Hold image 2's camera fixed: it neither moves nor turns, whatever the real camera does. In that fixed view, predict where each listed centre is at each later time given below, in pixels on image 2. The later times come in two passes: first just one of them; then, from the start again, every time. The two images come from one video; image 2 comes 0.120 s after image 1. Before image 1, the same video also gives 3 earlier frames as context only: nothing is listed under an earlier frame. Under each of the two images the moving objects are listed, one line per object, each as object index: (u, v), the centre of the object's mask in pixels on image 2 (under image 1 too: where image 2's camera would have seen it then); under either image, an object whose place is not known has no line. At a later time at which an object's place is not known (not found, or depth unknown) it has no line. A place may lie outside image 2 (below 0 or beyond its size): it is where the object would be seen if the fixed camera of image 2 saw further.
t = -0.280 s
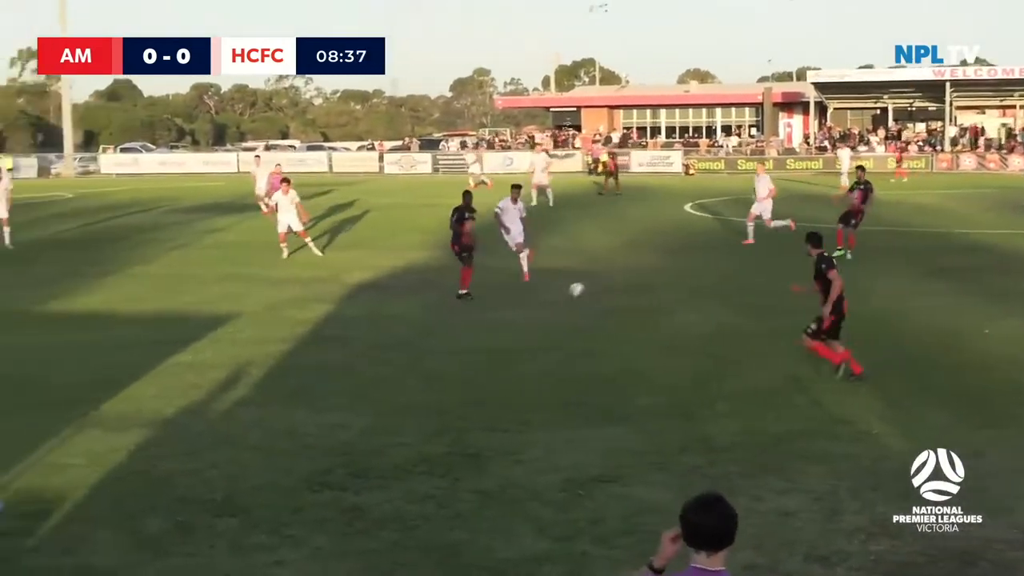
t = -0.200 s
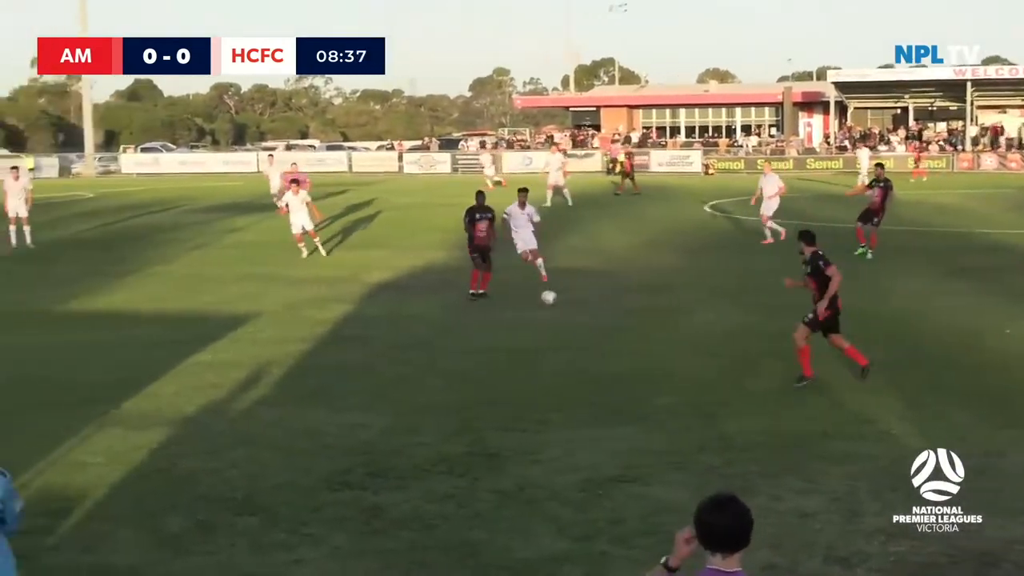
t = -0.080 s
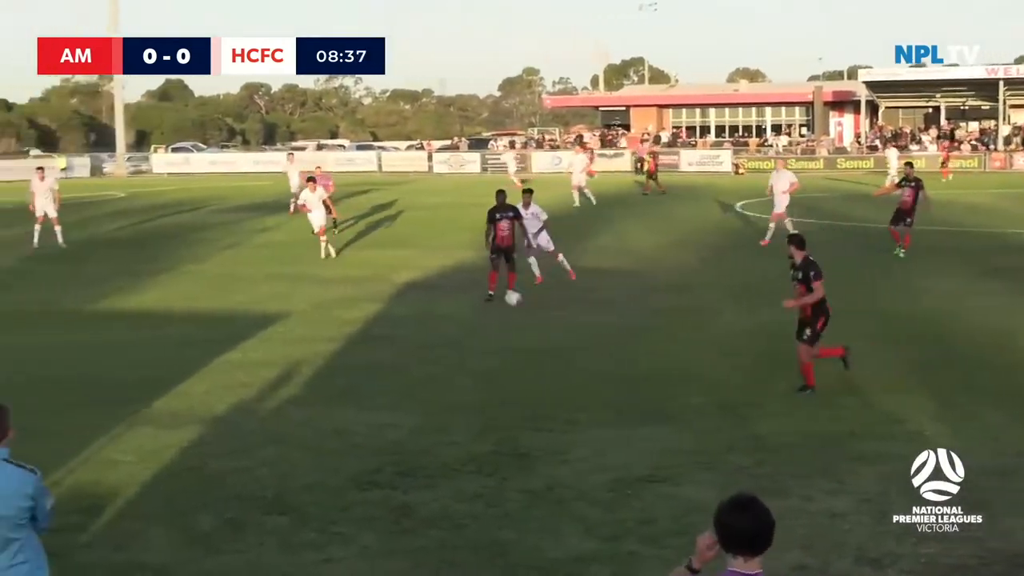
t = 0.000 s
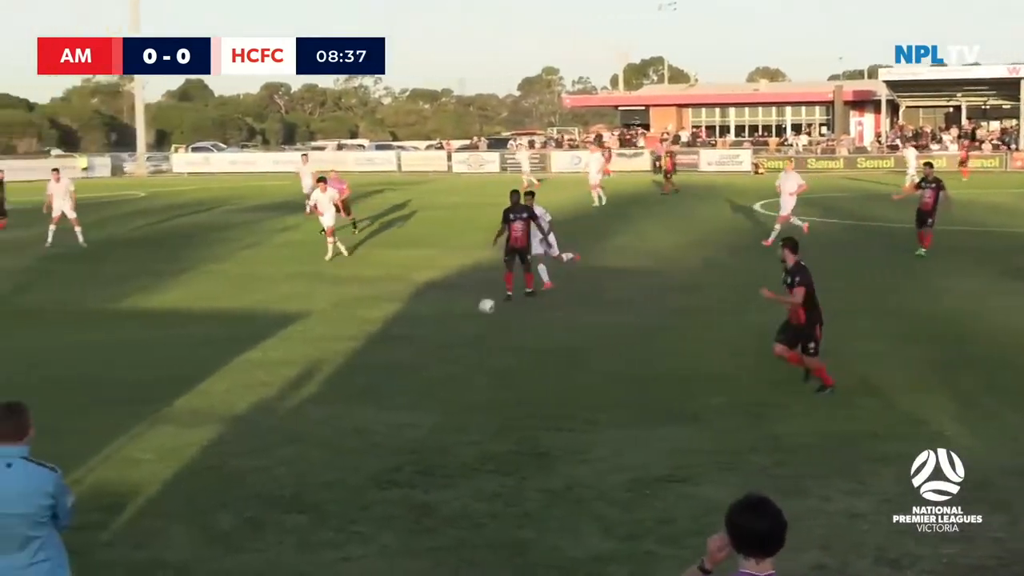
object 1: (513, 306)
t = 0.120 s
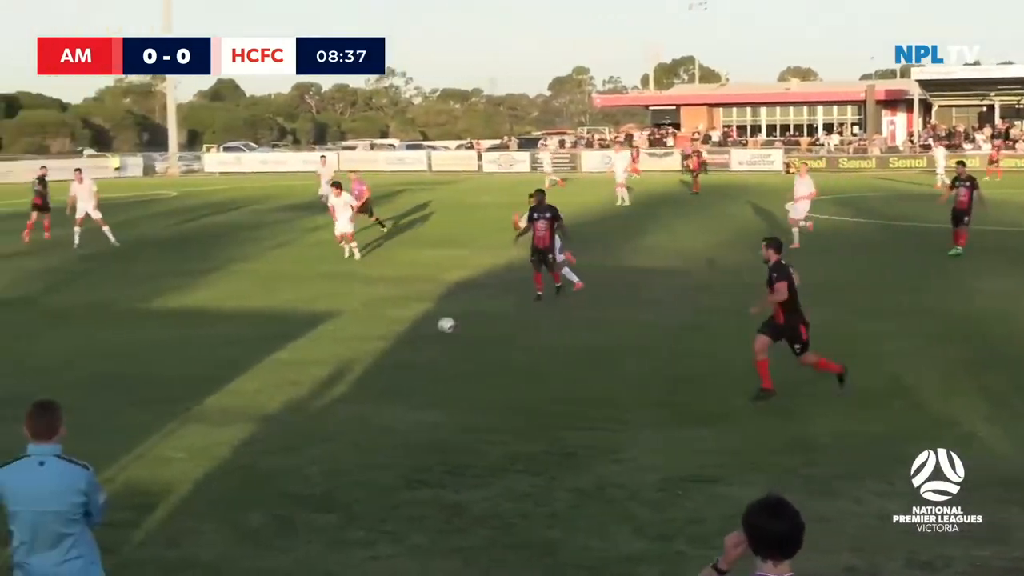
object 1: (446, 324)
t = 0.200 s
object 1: (398, 327)
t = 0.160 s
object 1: (423, 325)
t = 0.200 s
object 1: (398, 327)
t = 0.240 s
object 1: (374, 332)
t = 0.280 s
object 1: (350, 337)
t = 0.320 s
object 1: (324, 343)
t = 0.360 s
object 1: (298, 343)
